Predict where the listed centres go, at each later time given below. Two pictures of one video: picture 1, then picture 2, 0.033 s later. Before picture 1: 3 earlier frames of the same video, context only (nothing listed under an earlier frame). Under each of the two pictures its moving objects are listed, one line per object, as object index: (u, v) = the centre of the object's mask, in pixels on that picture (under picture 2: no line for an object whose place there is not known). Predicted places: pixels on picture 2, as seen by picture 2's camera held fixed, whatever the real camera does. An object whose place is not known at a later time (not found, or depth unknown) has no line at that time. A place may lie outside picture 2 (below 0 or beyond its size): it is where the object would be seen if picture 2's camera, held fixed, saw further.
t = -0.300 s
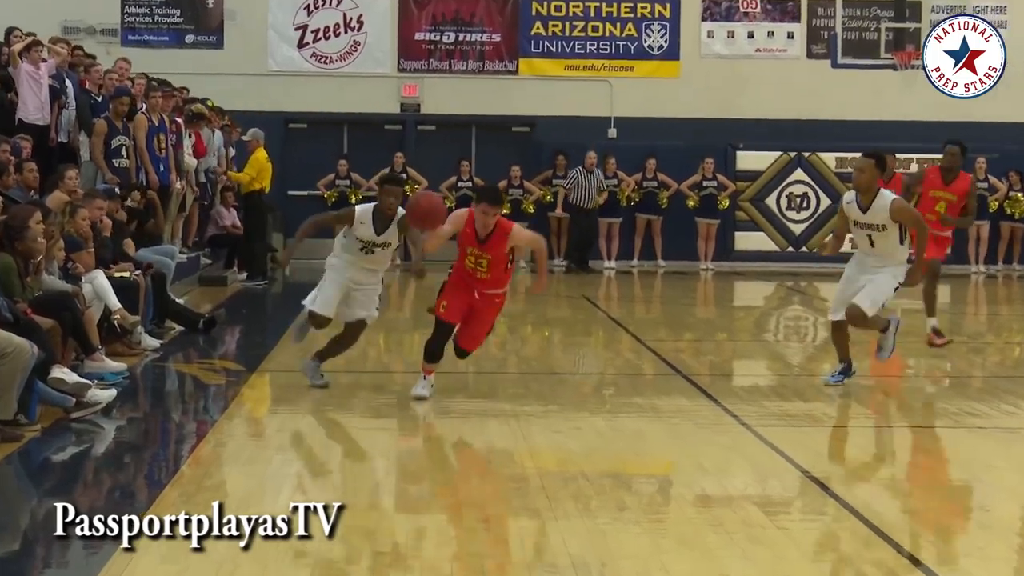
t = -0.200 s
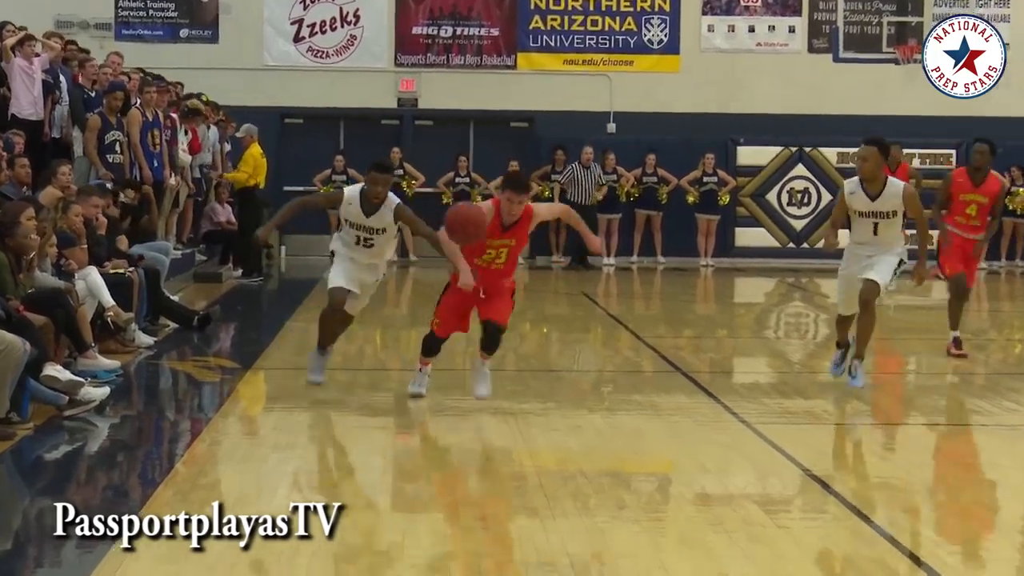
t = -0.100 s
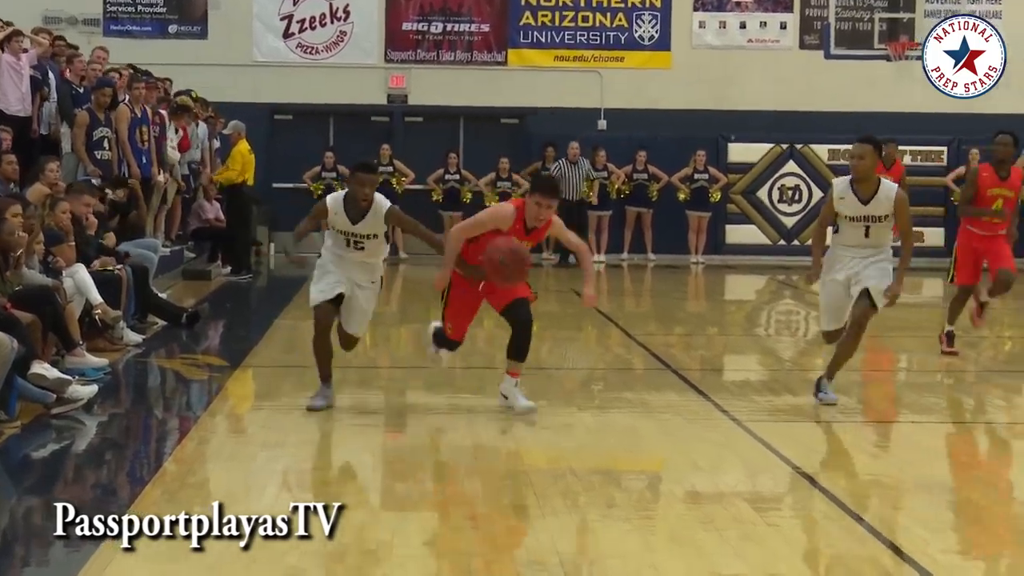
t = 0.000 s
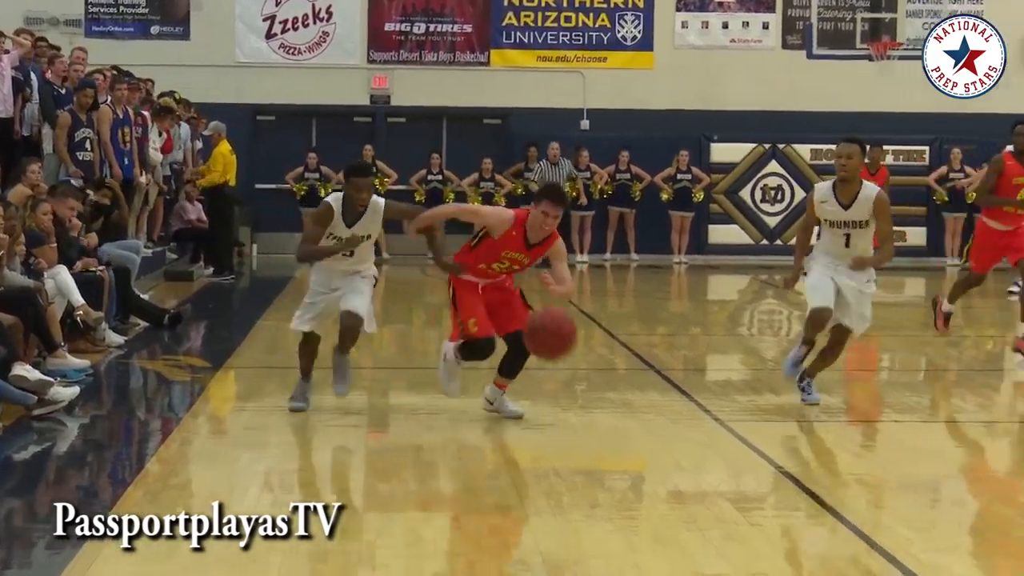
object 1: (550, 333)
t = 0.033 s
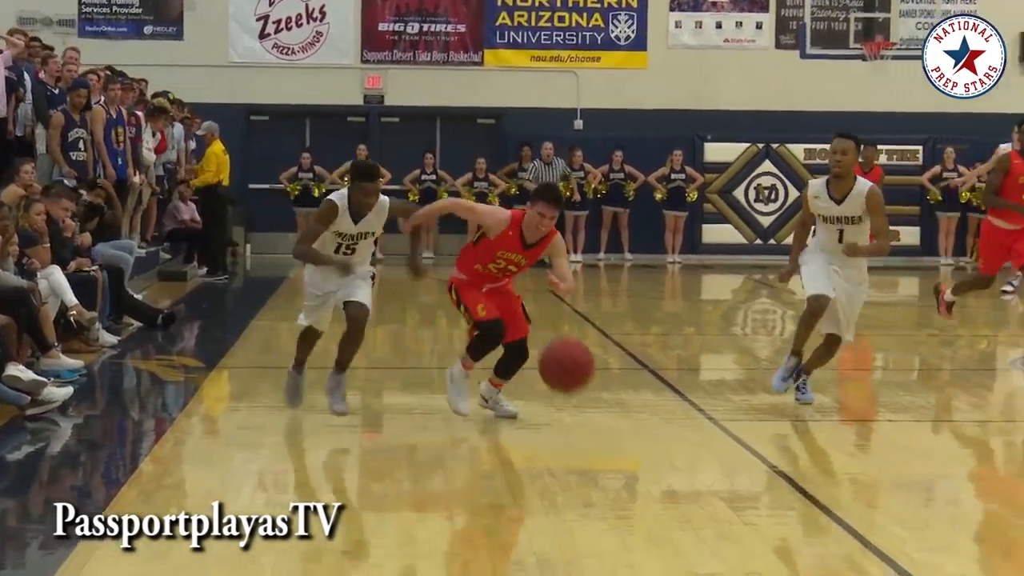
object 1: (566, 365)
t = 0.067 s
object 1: (590, 402)
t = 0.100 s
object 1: (615, 443)
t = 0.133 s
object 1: (644, 492)
